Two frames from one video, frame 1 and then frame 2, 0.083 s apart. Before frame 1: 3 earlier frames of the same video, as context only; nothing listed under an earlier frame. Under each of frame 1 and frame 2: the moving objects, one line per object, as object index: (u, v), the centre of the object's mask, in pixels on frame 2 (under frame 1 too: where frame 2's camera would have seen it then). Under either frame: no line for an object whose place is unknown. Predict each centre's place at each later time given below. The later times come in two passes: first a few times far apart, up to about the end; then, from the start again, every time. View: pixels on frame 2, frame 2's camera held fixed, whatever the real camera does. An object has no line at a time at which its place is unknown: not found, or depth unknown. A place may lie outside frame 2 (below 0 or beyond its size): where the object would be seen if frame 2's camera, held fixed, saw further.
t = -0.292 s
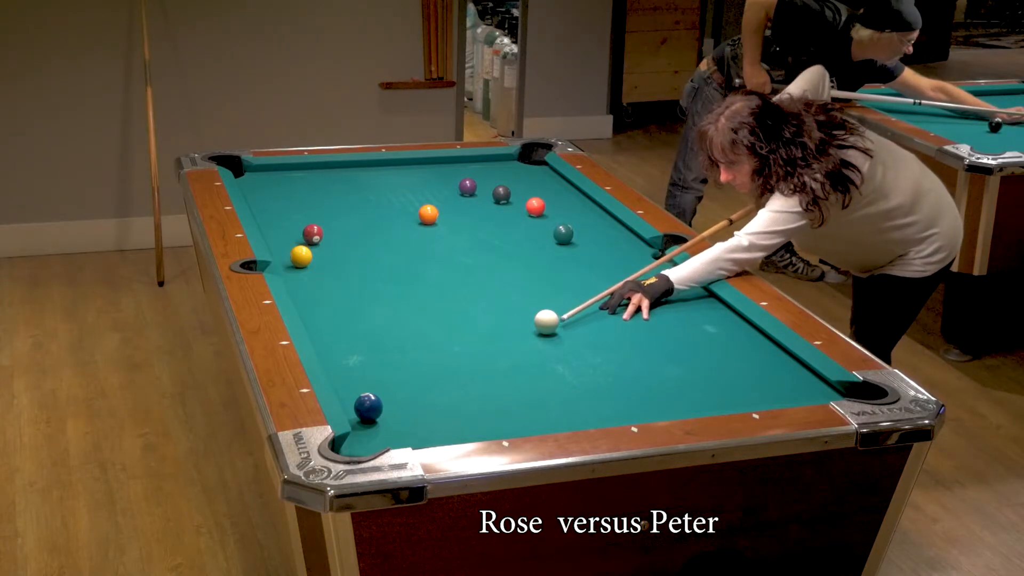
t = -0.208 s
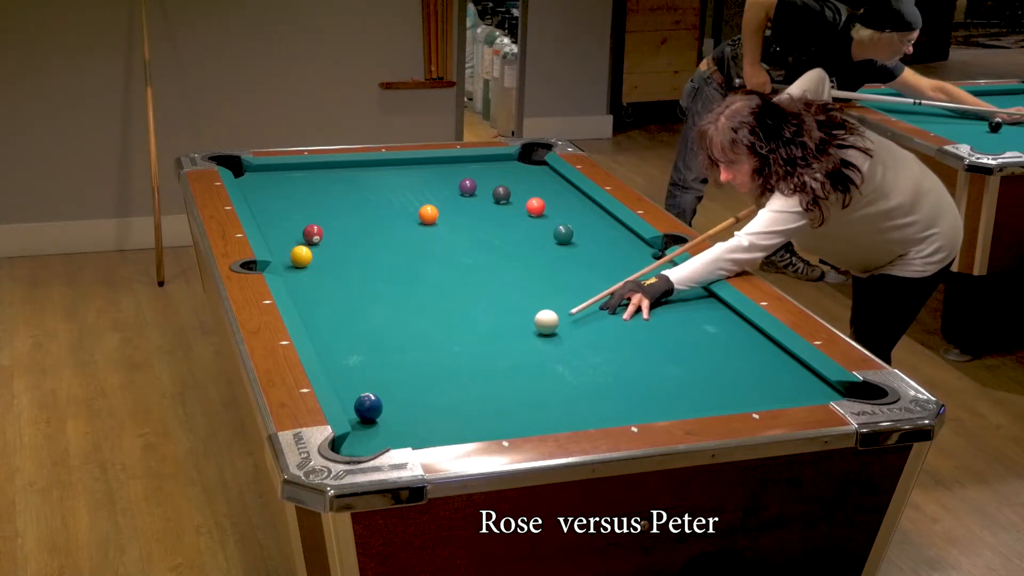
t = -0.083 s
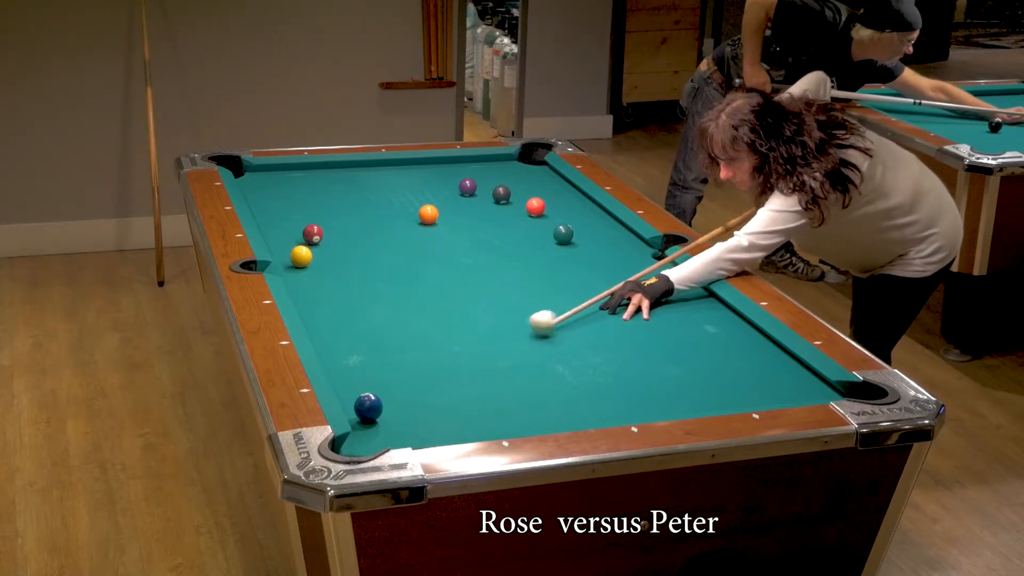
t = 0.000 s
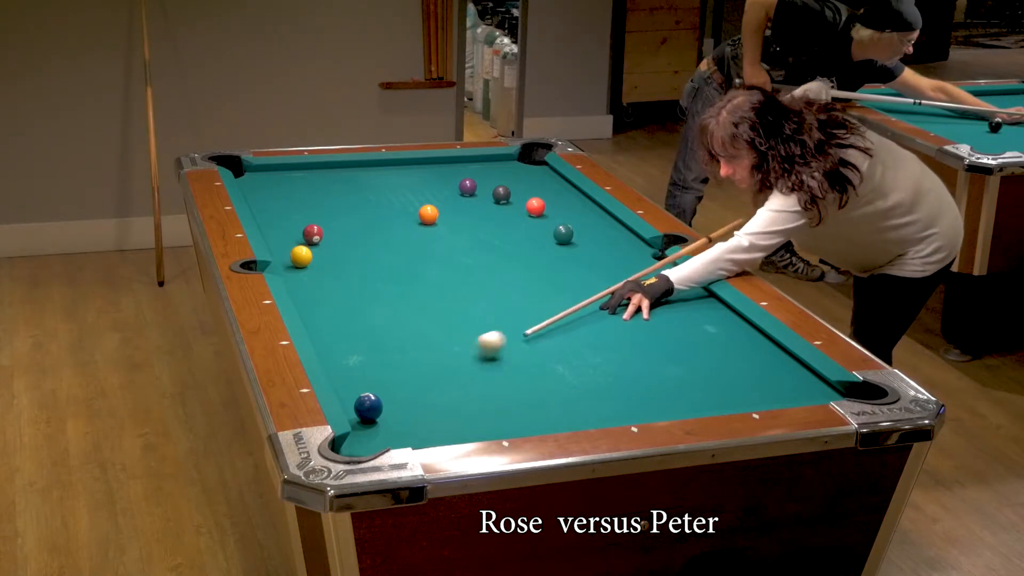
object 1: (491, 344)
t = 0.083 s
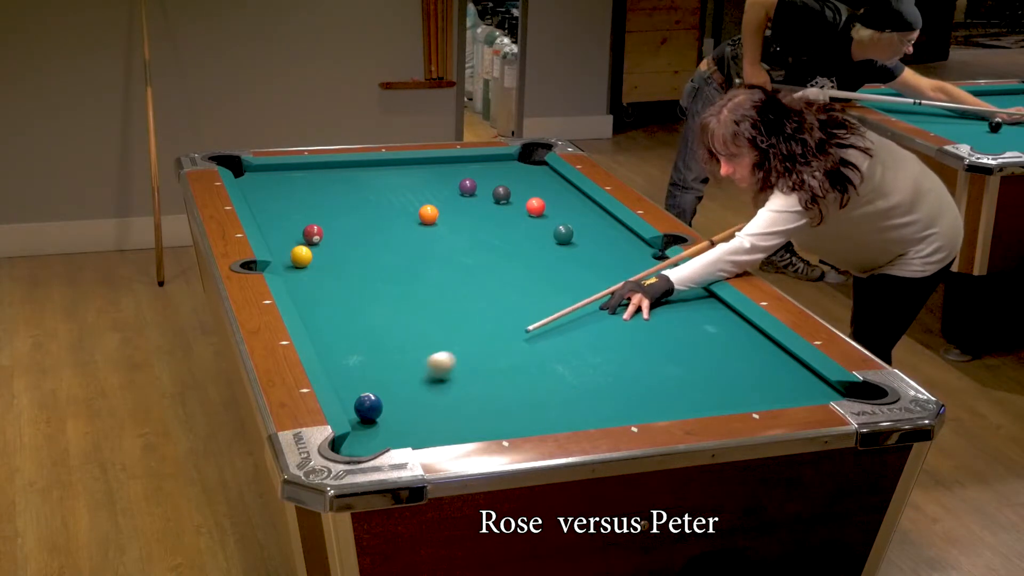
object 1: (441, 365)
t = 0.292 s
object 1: (357, 393)
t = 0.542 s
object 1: (409, 382)
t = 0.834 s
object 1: (463, 370)
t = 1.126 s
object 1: (511, 359)
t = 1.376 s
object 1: (547, 350)
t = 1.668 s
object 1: (585, 341)
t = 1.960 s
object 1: (617, 332)
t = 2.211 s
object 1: (642, 325)
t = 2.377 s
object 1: (657, 321)
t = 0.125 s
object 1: (416, 375)
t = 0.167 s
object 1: (392, 385)
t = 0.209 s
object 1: (370, 388)
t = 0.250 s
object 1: (350, 394)
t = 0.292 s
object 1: (357, 393)
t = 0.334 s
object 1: (366, 391)
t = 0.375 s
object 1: (375, 389)
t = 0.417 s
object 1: (384, 387)
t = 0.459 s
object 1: (392, 385)
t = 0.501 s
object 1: (401, 383)
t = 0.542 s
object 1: (409, 382)
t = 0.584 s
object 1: (417, 380)
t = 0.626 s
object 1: (425, 378)
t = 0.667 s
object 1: (433, 376)
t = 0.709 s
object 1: (441, 375)
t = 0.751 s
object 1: (448, 373)
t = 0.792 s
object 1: (456, 371)
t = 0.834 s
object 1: (463, 370)
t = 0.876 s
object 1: (470, 368)
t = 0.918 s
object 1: (478, 366)
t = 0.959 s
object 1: (485, 365)
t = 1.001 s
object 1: (491, 363)
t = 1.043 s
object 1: (498, 361)
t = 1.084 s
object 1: (505, 360)
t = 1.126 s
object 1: (511, 359)
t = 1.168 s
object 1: (518, 357)
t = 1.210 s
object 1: (524, 356)
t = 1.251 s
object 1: (530, 354)
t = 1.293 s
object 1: (536, 353)
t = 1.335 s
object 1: (541, 352)
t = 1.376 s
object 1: (547, 350)
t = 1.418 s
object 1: (553, 349)
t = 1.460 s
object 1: (558, 348)
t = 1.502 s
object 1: (564, 346)
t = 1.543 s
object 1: (569, 344)
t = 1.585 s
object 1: (574, 343)
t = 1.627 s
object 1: (579, 342)
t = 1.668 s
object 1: (585, 341)
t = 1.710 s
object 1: (589, 340)
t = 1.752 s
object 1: (594, 338)
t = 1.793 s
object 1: (599, 337)
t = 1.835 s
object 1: (604, 336)
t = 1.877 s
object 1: (608, 335)
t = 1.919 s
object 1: (613, 333)
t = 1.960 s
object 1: (617, 332)
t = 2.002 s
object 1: (621, 331)
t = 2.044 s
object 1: (626, 330)
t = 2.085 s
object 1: (630, 329)
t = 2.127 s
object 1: (634, 327)
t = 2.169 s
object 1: (638, 326)
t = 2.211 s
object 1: (642, 325)
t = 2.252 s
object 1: (646, 324)
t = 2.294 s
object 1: (649, 323)
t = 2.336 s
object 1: (653, 322)
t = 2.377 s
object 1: (657, 321)
